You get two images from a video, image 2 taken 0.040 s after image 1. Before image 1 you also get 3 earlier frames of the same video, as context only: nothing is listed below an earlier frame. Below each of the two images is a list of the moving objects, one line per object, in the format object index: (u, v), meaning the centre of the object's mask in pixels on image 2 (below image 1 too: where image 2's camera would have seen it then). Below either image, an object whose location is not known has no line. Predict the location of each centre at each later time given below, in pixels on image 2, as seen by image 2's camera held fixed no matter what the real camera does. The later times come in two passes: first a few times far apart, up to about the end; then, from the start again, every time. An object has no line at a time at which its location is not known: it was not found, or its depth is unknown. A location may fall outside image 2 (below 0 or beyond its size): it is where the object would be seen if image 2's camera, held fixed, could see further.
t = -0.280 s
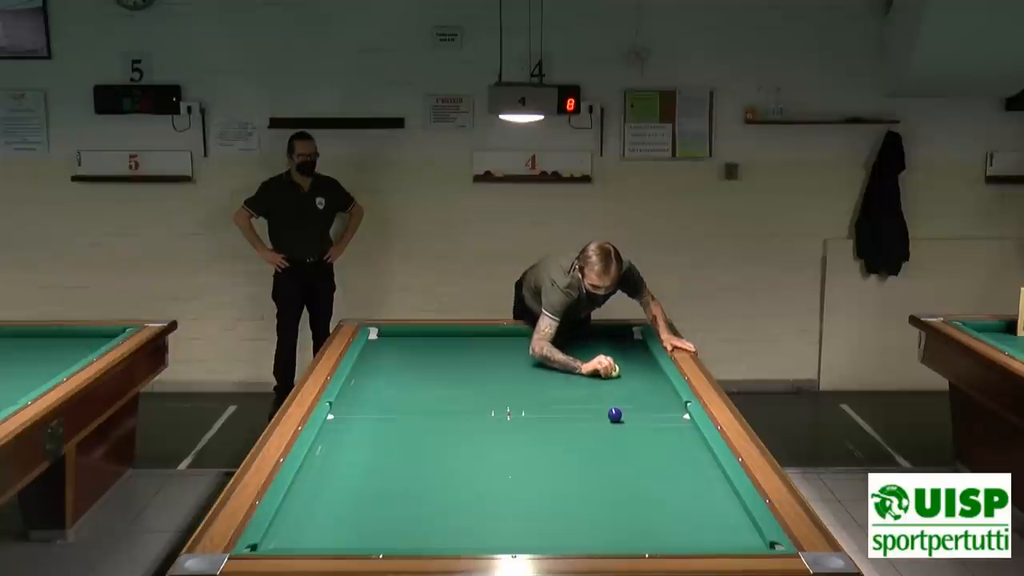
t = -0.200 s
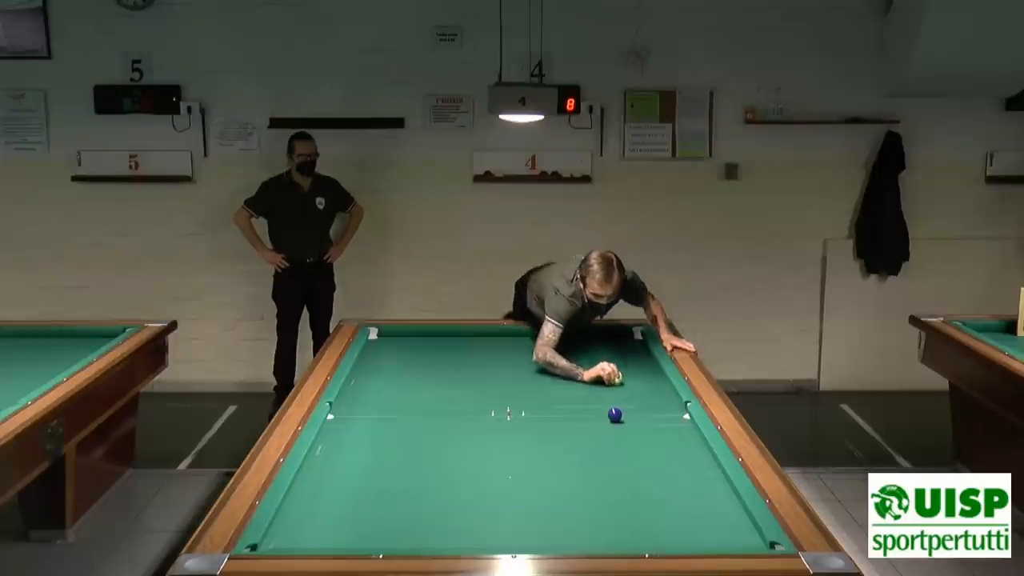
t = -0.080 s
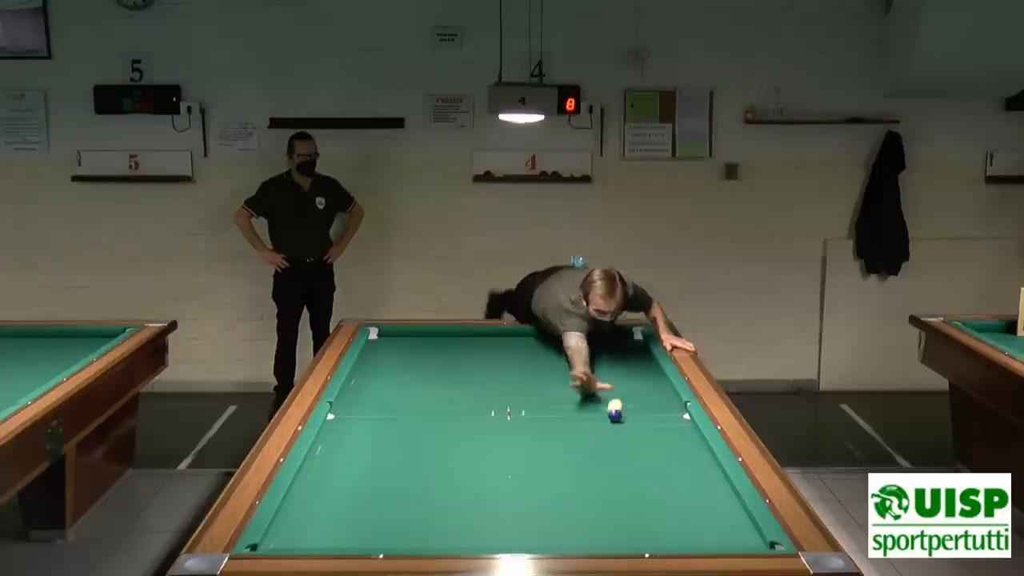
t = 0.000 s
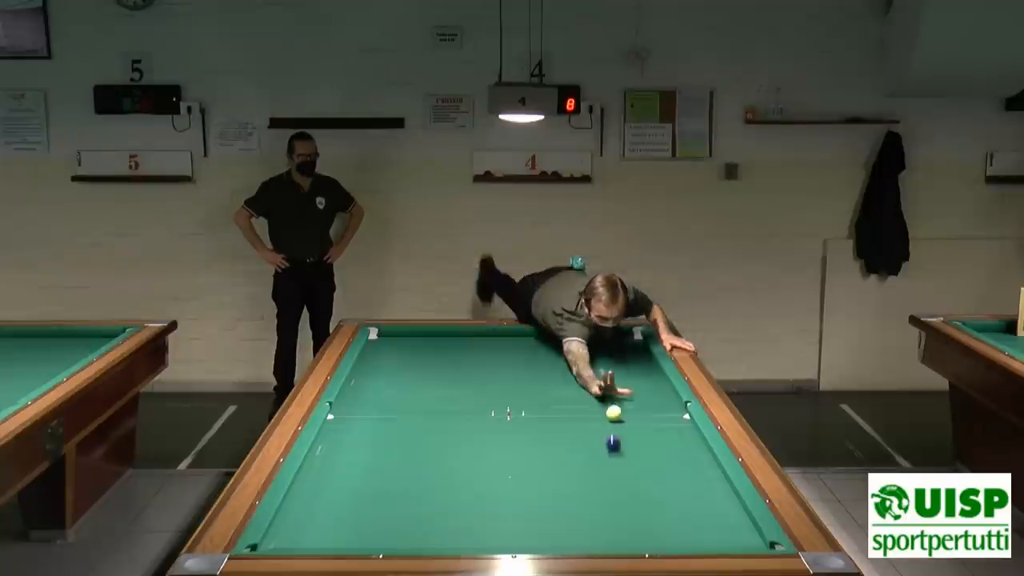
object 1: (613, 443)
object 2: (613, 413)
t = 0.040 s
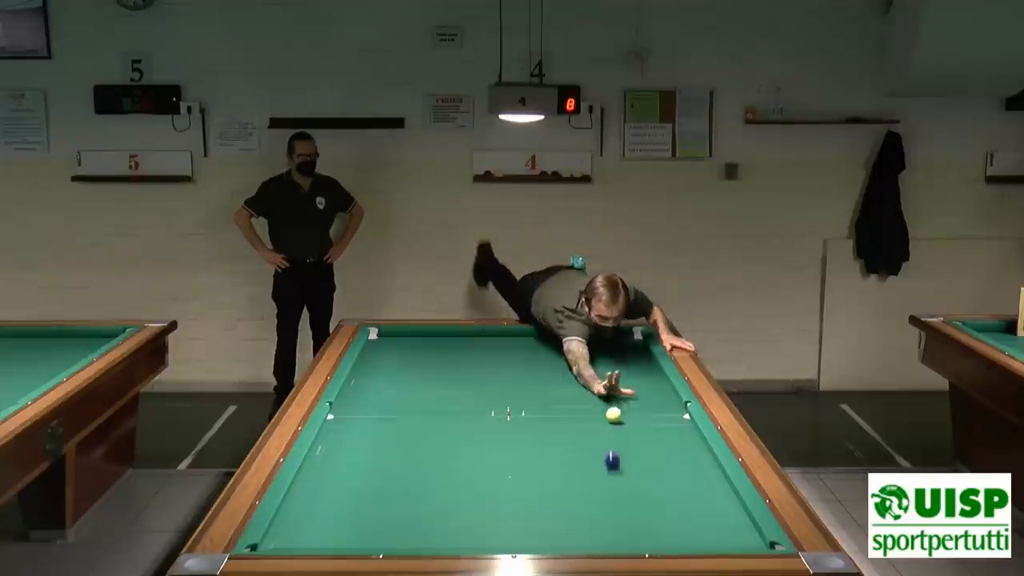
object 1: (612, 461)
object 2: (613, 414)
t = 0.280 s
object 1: (595, 524)
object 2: (616, 423)
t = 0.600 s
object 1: (555, 423)
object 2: (619, 434)
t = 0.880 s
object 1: (535, 374)
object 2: (624, 444)
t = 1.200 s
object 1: (519, 335)
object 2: (628, 456)
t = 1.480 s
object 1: (520, 355)
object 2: (633, 466)
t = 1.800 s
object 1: (520, 381)
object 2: (638, 479)
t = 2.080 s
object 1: (521, 407)
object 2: (643, 490)
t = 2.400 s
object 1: (521, 444)
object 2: (648, 503)
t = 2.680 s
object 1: (521, 483)
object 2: (653, 515)
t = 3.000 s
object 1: (521, 536)
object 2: (658, 528)
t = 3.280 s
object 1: (517, 524)
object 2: (662, 537)
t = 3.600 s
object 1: (515, 491)
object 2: (665, 543)
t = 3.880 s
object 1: (512, 466)
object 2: (663, 538)
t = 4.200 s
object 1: (509, 442)
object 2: (662, 534)
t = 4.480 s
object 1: (507, 423)
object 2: (660, 529)
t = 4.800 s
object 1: (505, 404)
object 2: (659, 524)
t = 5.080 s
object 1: (503, 390)
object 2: (657, 520)
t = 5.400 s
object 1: (501, 375)
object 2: (657, 516)
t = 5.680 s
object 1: (499, 364)
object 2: (656, 513)
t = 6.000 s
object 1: (498, 352)
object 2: (656, 511)
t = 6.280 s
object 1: (497, 343)
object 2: (656, 508)
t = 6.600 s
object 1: (495, 334)
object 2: (655, 506)
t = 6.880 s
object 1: (495, 338)
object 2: (653, 505)
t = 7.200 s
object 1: (495, 344)
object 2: (653, 504)
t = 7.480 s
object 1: (494, 348)
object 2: (653, 504)
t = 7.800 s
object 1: (493, 354)
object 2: (653, 504)
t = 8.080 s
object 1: (493, 359)
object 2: (653, 504)
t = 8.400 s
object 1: (492, 364)
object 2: (653, 504)
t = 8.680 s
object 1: (491, 369)
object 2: (653, 504)
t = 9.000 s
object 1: (491, 374)
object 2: (653, 504)
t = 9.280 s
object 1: (490, 378)
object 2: (653, 504)
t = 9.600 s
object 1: (489, 384)
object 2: (653, 504)
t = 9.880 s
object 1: (488, 388)
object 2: (653, 504)
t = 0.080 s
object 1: (611, 479)
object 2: (614, 416)
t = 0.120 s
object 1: (610, 499)
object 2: (614, 417)
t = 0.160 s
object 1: (609, 521)
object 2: (614, 419)
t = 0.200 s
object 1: (607, 540)
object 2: (615, 420)
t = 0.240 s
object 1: (602, 539)
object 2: (615, 422)
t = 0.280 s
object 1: (595, 524)
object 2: (616, 423)
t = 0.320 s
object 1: (588, 507)
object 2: (616, 424)
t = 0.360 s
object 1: (582, 491)
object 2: (617, 425)
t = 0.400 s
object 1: (577, 477)
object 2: (617, 427)
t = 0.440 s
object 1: (572, 465)
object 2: (617, 428)
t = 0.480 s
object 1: (567, 453)
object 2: (618, 430)
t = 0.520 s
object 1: (563, 442)
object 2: (619, 431)
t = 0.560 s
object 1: (559, 432)
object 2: (619, 432)
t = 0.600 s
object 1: (555, 423)
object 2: (619, 434)
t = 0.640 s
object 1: (552, 415)
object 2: (620, 435)
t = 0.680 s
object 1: (549, 406)
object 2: (621, 437)
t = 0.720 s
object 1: (546, 399)
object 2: (621, 438)
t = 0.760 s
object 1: (543, 392)
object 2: (622, 439)
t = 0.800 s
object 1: (540, 385)
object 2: (623, 441)
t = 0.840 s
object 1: (538, 380)
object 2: (623, 443)
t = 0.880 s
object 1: (535, 374)
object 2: (624, 444)
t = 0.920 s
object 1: (533, 368)
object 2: (624, 446)
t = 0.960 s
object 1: (531, 363)
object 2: (625, 447)
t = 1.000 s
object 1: (529, 358)
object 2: (625, 449)
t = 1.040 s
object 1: (527, 353)
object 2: (626, 450)
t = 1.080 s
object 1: (525, 349)
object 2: (626, 451)
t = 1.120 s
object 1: (523, 343)
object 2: (627, 453)
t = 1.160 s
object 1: (521, 339)
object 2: (628, 454)
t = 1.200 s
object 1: (519, 335)
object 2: (628, 456)
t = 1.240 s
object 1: (518, 335)
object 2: (629, 457)
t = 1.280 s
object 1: (519, 338)
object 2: (630, 459)
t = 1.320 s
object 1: (519, 341)
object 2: (630, 461)
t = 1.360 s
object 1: (519, 345)
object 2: (631, 462)
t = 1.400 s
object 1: (520, 349)
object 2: (632, 463)
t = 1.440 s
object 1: (520, 352)
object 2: (632, 465)
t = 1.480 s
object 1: (520, 355)
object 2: (633, 466)
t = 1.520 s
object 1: (520, 358)
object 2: (634, 468)
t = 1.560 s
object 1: (520, 361)
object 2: (634, 470)
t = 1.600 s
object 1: (520, 364)
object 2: (635, 471)
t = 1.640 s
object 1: (520, 367)
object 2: (636, 473)
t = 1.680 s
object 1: (520, 371)
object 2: (636, 474)
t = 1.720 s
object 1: (520, 374)
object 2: (637, 476)
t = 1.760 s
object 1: (520, 378)
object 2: (638, 477)
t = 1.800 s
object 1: (520, 381)
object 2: (638, 479)
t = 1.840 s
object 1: (520, 384)
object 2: (639, 481)
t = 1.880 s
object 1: (521, 388)
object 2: (640, 482)
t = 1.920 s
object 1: (521, 392)
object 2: (640, 484)
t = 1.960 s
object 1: (521, 396)
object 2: (641, 485)
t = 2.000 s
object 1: (521, 400)
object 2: (641, 487)
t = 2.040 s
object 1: (521, 404)
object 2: (642, 488)
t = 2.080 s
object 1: (521, 407)
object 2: (643, 490)
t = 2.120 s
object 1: (521, 412)
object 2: (644, 492)
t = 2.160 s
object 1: (521, 416)
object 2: (644, 493)
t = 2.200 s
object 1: (521, 421)
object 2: (645, 495)
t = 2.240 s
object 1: (521, 425)
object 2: (646, 497)
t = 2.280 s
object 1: (521, 430)
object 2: (646, 498)
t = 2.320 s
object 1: (521, 434)
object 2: (647, 500)
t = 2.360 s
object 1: (521, 439)
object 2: (648, 502)
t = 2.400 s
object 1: (521, 444)
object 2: (648, 503)
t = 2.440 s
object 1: (521, 449)
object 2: (649, 505)
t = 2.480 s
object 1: (521, 455)
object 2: (650, 507)
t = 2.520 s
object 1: (521, 460)
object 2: (650, 508)
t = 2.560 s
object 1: (521, 465)
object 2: (651, 510)
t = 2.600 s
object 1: (521, 471)
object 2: (652, 512)
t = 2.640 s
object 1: (521, 477)
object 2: (652, 513)
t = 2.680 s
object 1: (521, 483)
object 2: (653, 515)
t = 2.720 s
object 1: (521, 489)
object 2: (653, 517)
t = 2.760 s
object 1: (521, 496)
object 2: (654, 518)
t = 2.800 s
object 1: (521, 502)
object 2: (655, 520)
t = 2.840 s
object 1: (521, 509)
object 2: (655, 521)
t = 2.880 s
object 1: (521, 516)
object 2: (656, 523)
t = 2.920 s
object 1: (520, 523)
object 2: (657, 525)
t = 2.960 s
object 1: (521, 530)
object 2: (657, 527)
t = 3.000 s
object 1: (521, 536)
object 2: (658, 528)
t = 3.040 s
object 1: (520, 541)
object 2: (659, 530)
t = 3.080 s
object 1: (520, 544)
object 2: (659, 532)
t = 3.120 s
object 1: (520, 542)
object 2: (660, 533)
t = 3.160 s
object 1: (519, 539)
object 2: (661, 535)
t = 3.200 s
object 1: (519, 535)
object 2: (661, 535)
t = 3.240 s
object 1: (518, 530)
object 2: (662, 536)
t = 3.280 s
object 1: (517, 524)
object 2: (662, 537)
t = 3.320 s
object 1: (517, 520)
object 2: (663, 539)
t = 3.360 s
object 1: (517, 515)
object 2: (663, 540)
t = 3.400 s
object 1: (516, 511)
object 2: (664, 541)
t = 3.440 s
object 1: (516, 507)
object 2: (665, 542)
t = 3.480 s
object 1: (515, 503)
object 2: (666, 544)
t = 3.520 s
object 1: (515, 499)
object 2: (666, 544)
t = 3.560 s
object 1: (515, 495)
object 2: (666, 543)
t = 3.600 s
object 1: (515, 491)
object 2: (665, 543)
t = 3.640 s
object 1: (514, 487)
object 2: (665, 542)
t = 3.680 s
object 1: (514, 483)
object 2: (665, 541)
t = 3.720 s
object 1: (513, 480)
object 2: (665, 540)
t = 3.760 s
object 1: (513, 476)
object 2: (664, 540)
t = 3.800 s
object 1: (513, 473)
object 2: (664, 539)
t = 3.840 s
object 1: (512, 469)
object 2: (663, 538)
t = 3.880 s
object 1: (512, 466)
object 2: (663, 538)
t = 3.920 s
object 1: (512, 463)
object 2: (663, 537)
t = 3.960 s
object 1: (512, 459)
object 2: (663, 537)
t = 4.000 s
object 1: (511, 456)
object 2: (663, 537)
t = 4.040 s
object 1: (511, 453)
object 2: (663, 536)
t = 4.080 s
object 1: (511, 450)
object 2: (663, 536)
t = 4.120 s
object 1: (510, 447)
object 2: (663, 535)
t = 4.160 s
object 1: (510, 445)
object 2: (662, 535)
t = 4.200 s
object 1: (509, 442)
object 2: (662, 534)
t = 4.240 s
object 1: (509, 439)
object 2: (662, 534)
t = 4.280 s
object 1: (509, 436)
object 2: (661, 533)
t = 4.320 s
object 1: (508, 433)
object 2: (661, 532)
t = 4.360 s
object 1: (508, 431)
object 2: (661, 531)
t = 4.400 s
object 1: (508, 428)
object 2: (661, 531)
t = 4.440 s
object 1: (508, 426)
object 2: (660, 530)
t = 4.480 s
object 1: (507, 423)
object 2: (660, 529)
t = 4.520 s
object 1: (507, 421)
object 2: (660, 529)
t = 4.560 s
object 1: (507, 418)
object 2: (660, 528)
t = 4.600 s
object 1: (506, 416)
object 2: (659, 527)
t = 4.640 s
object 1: (506, 413)
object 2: (659, 527)
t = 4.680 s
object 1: (506, 411)
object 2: (659, 526)
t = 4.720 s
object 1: (505, 409)
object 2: (659, 525)
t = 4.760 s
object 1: (505, 406)
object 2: (659, 525)
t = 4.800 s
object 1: (505, 404)
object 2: (659, 524)
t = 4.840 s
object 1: (504, 402)
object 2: (658, 523)
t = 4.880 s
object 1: (504, 400)
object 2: (658, 523)
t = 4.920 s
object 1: (504, 398)
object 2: (658, 522)
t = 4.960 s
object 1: (503, 396)
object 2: (658, 522)
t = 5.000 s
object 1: (503, 394)
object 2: (657, 521)
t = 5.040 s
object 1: (503, 392)
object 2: (657, 521)
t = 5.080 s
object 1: (503, 390)
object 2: (657, 520)
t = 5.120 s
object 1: (503, 388)
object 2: (657, 520)
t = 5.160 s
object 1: (502, 386)
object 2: (657, 519)
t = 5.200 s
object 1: (502, 384)
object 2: (657, 519)
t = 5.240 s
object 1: (502, 382)
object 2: (657, 518)
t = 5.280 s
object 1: (502, 381)
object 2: (657, 518)
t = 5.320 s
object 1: (501, 379)
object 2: (657, 517)
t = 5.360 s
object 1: (501, 377)
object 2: (657, 517)
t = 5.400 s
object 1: (501, 375)
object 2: (657, 516)
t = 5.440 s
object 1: (500, 374)
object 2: (656, 515)
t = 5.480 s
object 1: (500, 372)
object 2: (656, 515)
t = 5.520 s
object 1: (500, 370)
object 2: (656, 515)
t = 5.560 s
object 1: (500, 369)
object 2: (656, 514)
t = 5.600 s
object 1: (500, 367)
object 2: (656, 514)
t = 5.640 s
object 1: (499, 366)
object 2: (656, 513)
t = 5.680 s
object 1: (499, 364)
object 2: (656, 513)
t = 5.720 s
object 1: (499, 363)
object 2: (656, 513)
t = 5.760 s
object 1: (499, 361)
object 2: (656, 512)
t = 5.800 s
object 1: (499, 360)
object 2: (656, 512)
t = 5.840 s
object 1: (499, 358)
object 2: (656, 512)
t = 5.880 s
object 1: (498, 357)
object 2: (656, 511)
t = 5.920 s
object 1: (498, 355)
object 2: (656, 511)
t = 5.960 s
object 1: (498, 353)
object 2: (656, 511)
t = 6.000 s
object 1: (498, 352)
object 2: (656, 511)
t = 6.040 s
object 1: (498, 351)
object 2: (656, 510)
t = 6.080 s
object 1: (498, 349)
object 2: (656, 509)
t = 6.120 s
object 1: (498, 348)
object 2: (656, 509)
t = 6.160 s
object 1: (497, 347)
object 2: (656, 509)
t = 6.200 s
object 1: (497, 346)
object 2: (656, 509)
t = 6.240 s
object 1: (497, 344)
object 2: (656, 508)
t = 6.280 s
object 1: (497, 343)
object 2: (656, 508)
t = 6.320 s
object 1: (497, 342)
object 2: (655, 508)
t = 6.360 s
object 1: (496, 341)
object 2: (655, 507)
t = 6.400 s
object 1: (496, 340)
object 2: (655, 507)
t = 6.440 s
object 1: (496, 339)
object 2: (655, 507)
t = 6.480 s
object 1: (496, 338)
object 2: (655, 507)
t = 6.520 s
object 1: (496, 337)
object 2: (655, 507)
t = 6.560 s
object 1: (495, 335)
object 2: (655, 507)
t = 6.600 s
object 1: (495, 334)
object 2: (655, 506)
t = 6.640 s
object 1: (495, 335)
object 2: (655, 506)
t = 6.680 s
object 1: (495, 336)
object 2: (654, 506)
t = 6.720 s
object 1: (495, 336)
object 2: (654, 506)
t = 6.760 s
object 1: (495, 337)
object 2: (654, 506)
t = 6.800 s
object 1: (495, 337)
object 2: (654, 505)
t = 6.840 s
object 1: (495, 337)
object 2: (654, 505)
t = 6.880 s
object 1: (495, 338)
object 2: (653, 505)
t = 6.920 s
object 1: (495, 338)
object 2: (653, 505)
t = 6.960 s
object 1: (495, 339)
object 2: (653, 505)
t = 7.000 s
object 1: (495, 340)
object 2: (653, 505)
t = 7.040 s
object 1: (495, 340)
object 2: (653, 505)
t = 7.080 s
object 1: (495, 341)
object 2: (653, 505)
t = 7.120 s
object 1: (495, 342)
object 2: (653, 505)
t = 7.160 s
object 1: (495, 343)
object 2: (653, 505)
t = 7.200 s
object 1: (495, 344)
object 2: (653, 504)
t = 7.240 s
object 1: (494, 344)
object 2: (653, 504)
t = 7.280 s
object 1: (494, 345)
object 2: (653, 504)
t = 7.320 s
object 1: (494, 345)
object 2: (653, 504)
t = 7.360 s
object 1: (494, 346)
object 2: (653, 504)
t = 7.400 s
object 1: (494, 347)
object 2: (653, 504)
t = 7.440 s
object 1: (494, 348)
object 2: (653, 504)
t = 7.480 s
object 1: (494, 348)
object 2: (653, 504)
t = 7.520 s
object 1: (494, 349)
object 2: (653, 504)
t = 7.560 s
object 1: (494, 350)
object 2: (653, 504)
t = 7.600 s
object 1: (494, 350)
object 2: (653, 504)
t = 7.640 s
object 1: (493, 351)
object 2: (653, 504)
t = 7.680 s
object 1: (493, 352)
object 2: (653, 504)
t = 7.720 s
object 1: (493, 353)
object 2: (653, 504)
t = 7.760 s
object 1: (493, 353)
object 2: (653, 504)
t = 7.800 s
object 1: (493, 354)
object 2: (653, 504)
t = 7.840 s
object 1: (493, 355)
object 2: (653, 504)
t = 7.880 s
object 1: (493, 355)
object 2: (653, 504)
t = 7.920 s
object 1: (493, 356)
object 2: (653, 504)
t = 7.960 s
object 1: (493, 357)
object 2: (653, 504)
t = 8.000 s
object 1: (493, 357)
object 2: (653, 504)
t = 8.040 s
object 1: (493, 358)
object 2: (653, 504)
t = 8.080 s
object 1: (493, 359)
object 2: (653, 504)
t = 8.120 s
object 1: (492, 359)
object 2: (653, 504)
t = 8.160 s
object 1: (492, 360)
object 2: (653, 504)
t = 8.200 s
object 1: (492, 361)
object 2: (653, 504)
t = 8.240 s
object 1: (492, 361)
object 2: (653, 504)
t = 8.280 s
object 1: (492, 362)
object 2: (653, 504)
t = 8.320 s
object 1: (492, 363)
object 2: (653, 504)
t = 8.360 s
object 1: (492, 364)
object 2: (653, 504)
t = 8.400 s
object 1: (492, 364)
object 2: (653, 504)
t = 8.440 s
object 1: (492, 365)
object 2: (653, 504)
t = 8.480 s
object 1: (492, 366)
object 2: (653, 504)
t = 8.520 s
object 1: (492, 366)
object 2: (653, 504)
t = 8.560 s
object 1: (492, 367)
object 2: (653, 504)
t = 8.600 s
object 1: (491, 367)
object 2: (653, 504)
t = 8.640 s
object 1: (491, 368)
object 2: (653, 504)
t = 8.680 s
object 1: (491, 369)
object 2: (653, 504)
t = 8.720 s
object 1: (491, 370)
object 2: (653, 504)
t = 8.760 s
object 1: (491, 370)
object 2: (653, 504)
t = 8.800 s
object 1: (491, 371)
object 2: (653, 504)
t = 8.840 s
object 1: (491, 371)
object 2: (653, 504)
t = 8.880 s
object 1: (491, 372)
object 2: (653, 504)
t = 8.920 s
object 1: (491, 373)
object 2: (653, 504)
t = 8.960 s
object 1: (491, 373)
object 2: (653, 504)
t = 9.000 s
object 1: (491, 374)
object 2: (653, 504)
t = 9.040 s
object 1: (490, 375)
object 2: (653, 504)
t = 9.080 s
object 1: (490, 375)
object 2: (653, 504)
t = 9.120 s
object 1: (490, 376)
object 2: (653, 504)
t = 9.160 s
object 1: (490, 377)
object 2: (653, 504)
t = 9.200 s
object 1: (490, 377)
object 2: (653, 504)
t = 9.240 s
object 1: (490, 378)
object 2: (653, 504)
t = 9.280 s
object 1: (490, 378)
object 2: (653, 504)
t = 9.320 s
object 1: (490, 379)
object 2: (653, 504)
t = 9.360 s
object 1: (489, 380)
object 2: (653, 504)
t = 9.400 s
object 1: (489, 380)
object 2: (653, 504)
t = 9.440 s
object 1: (489, 381)
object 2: (653, 504)
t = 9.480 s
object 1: (489, 382)
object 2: (653, 504)
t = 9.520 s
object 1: (489, 382)
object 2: (653, 504)
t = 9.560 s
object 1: (489, 383)
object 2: (653, 504)
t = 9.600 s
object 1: (489, 384)
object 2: (653, 504)
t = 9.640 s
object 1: (489, 384)
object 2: (653, 504)
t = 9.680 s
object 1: (489, 385)
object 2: (653, 504)
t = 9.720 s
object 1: (488, 385)
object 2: (653, 504)
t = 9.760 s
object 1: (488, 386)
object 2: (653, 504)
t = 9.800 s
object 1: (488, 386)
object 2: (653, 504)
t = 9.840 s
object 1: (488, 387)
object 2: (653, 504)
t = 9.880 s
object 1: (488, 388)
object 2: (653, 504)
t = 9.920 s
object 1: (488, 388)
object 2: (653, 504)
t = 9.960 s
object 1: (488, 389)
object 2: (653, 504)
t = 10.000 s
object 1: (488, 389)
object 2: (653, 504)
